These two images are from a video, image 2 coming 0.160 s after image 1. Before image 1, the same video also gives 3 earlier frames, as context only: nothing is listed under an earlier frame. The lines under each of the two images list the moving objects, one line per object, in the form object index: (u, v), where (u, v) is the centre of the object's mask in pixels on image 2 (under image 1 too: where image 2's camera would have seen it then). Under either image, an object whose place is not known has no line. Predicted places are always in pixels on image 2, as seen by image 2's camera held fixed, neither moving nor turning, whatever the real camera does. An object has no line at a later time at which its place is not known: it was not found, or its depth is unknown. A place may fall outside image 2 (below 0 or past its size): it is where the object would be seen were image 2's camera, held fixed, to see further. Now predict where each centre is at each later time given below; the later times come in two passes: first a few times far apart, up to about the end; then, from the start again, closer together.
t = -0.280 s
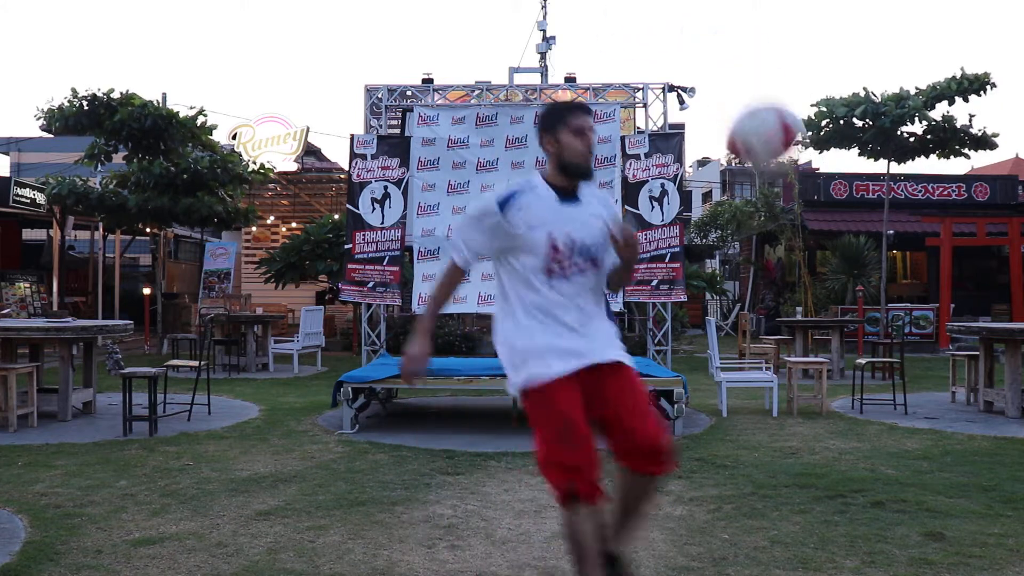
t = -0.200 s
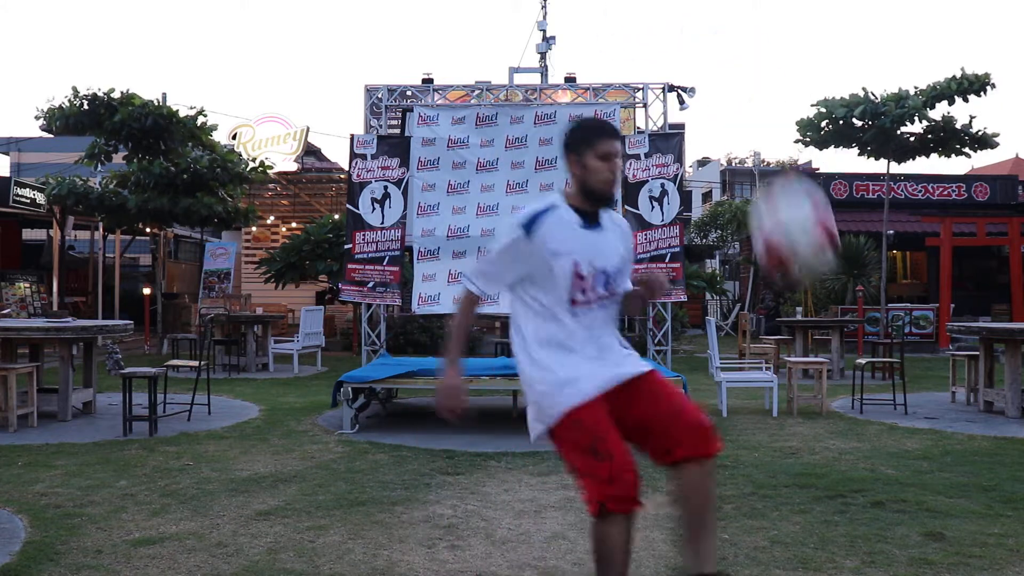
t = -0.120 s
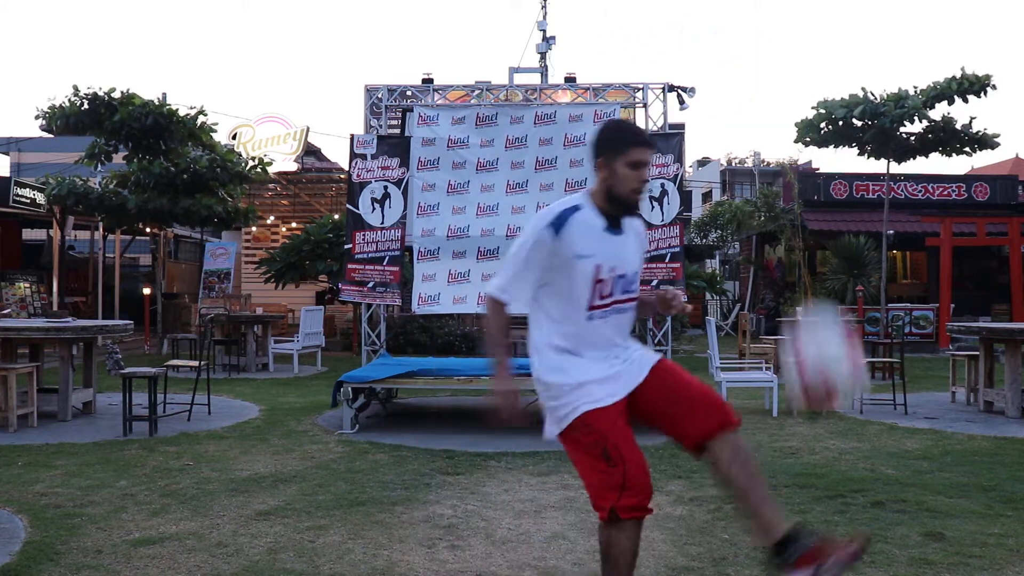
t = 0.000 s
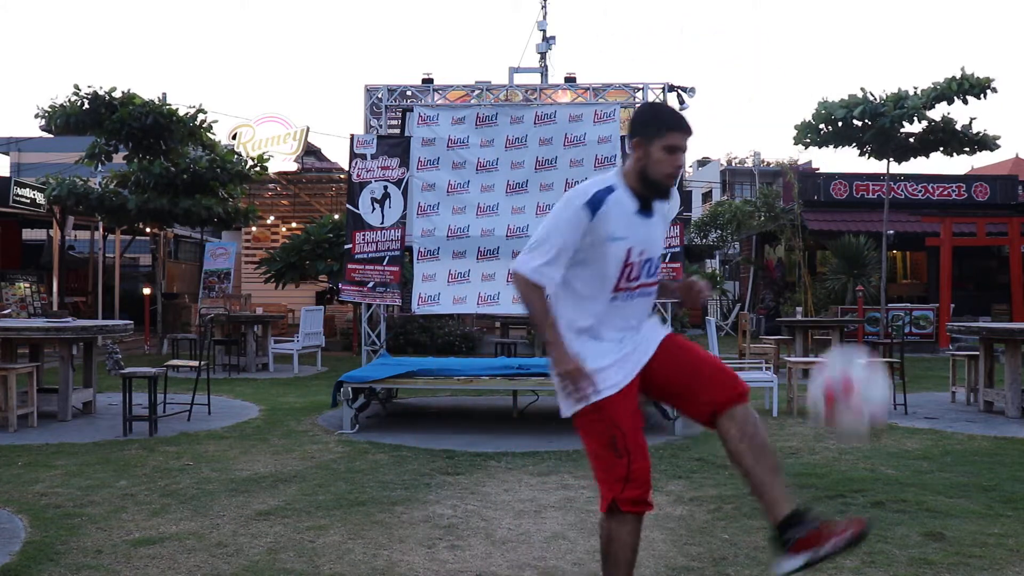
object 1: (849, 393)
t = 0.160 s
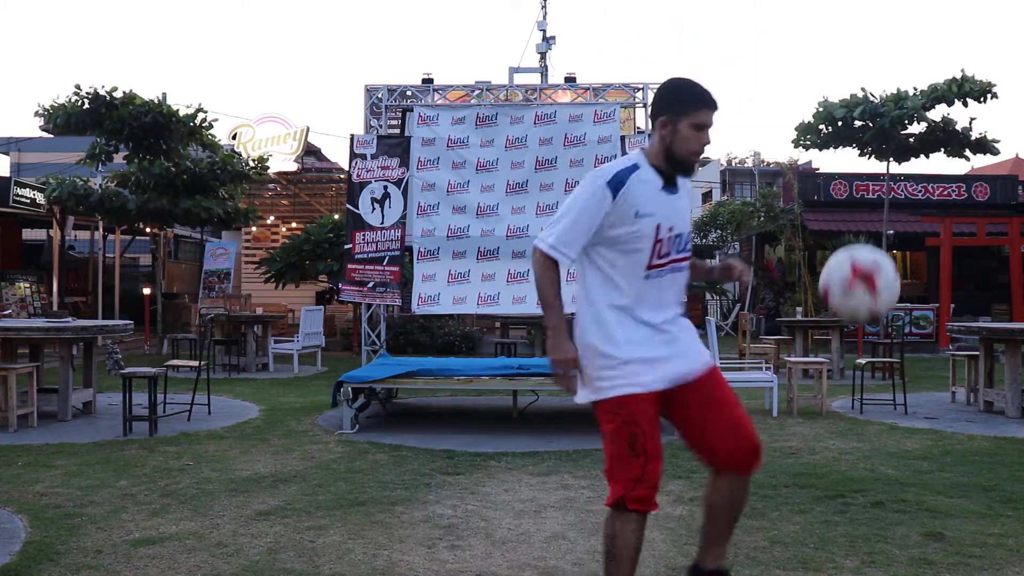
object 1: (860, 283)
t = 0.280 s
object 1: (865, 267)
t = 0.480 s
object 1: (875, 334)
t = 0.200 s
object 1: (862, 272)
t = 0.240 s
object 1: (864, 268)
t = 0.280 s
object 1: (865, 267)
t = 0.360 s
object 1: (869, 278)
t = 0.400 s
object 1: (872, 292)
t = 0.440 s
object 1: (874, 310)
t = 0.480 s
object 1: (875, 334)
